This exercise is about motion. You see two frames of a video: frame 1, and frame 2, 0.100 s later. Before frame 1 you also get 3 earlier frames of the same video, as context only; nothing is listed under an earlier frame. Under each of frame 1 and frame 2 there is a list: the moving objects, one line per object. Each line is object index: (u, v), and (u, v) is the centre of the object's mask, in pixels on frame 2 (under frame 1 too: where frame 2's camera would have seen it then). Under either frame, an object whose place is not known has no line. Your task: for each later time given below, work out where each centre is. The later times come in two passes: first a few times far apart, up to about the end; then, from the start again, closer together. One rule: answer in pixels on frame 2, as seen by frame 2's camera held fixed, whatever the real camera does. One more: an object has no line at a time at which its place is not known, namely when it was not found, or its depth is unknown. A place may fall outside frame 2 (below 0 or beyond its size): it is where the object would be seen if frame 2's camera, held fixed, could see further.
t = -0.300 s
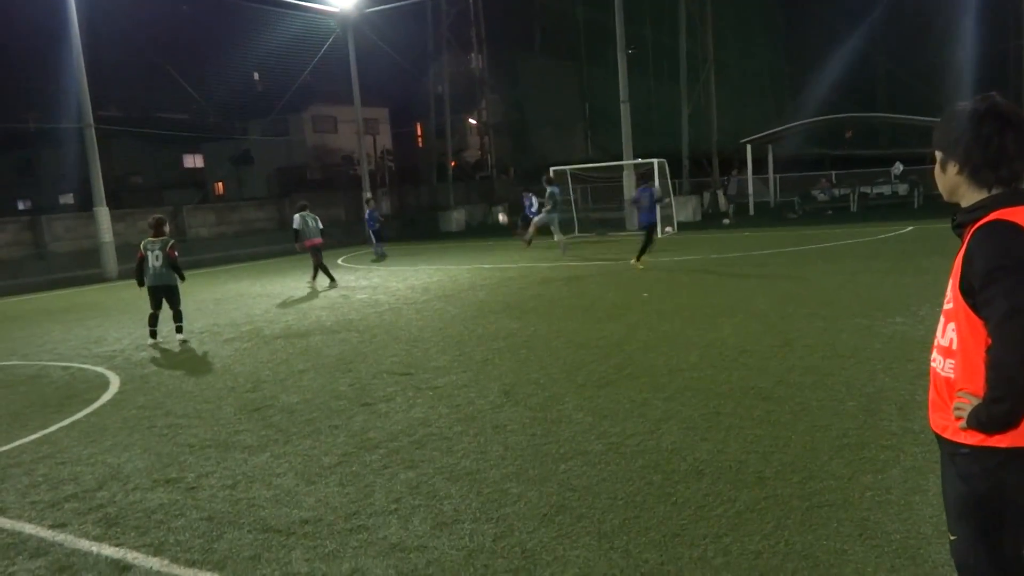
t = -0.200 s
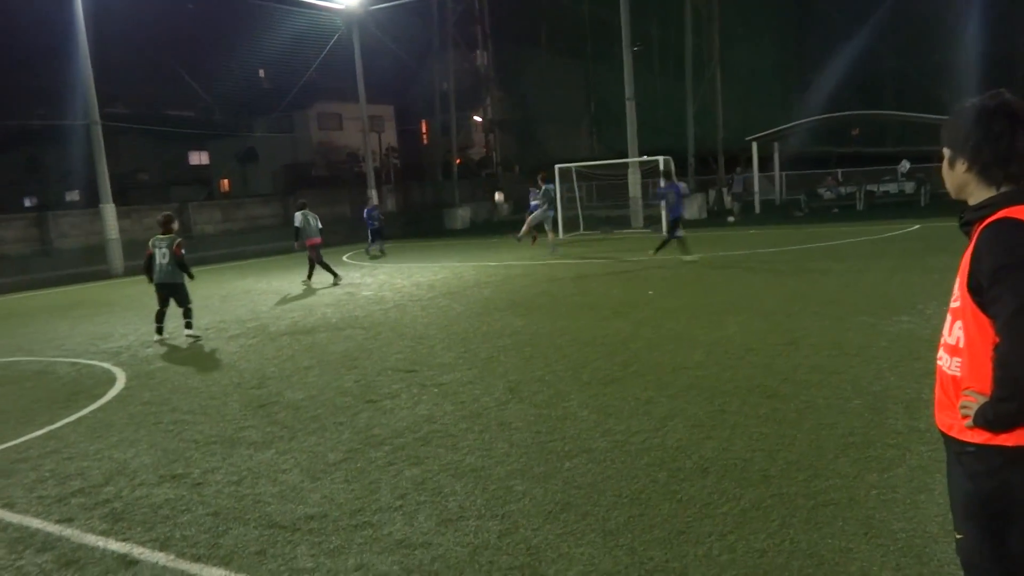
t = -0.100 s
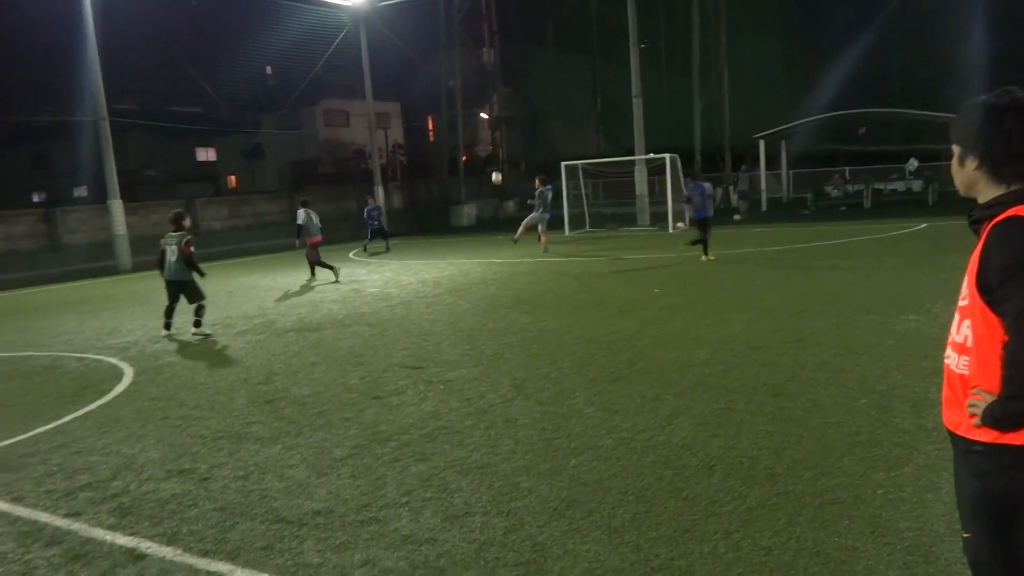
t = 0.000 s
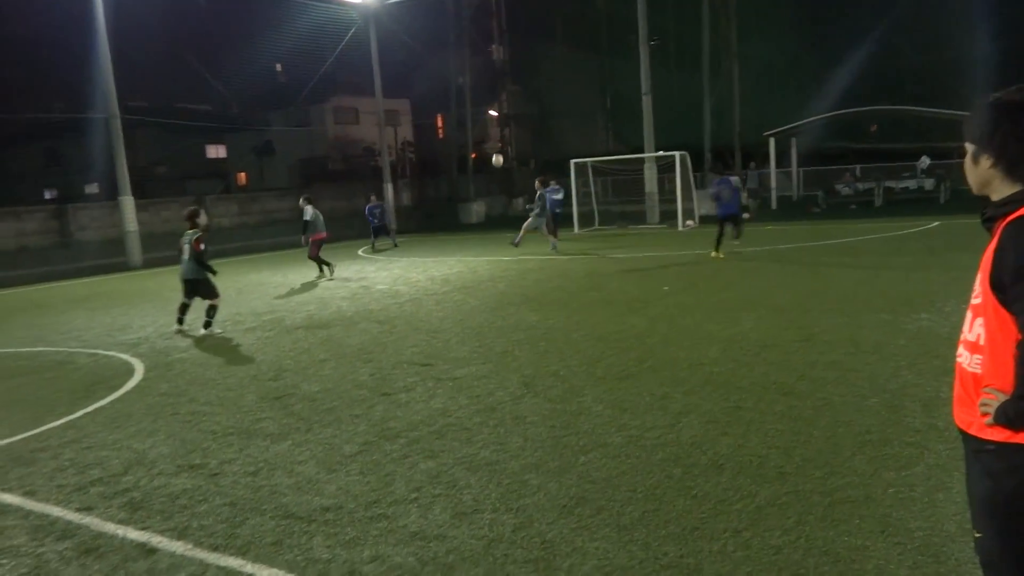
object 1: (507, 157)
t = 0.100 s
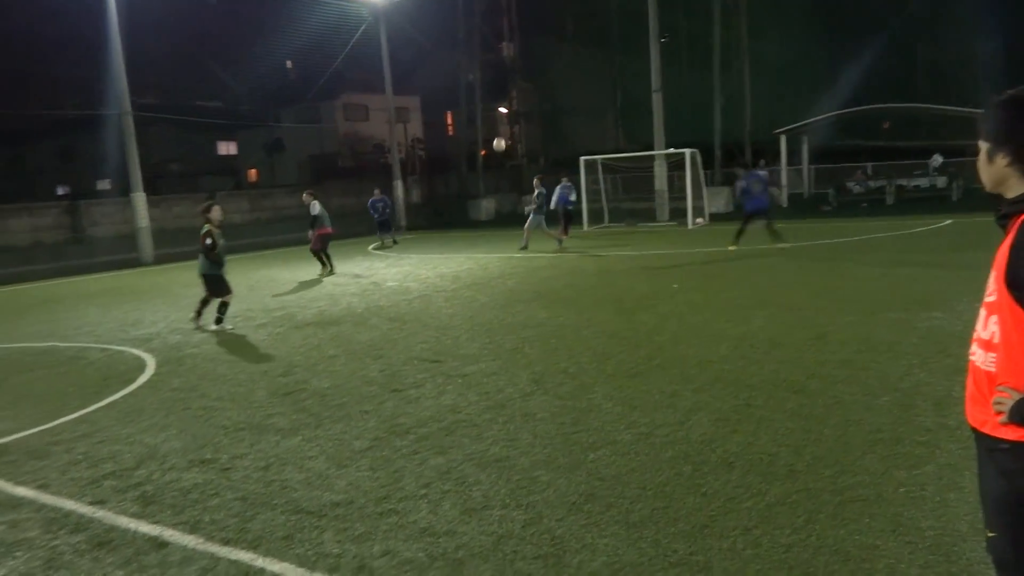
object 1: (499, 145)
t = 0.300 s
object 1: (484, 131)
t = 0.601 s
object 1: (462, 163)
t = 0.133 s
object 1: (497, 141)
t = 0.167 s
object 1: (494, 138)
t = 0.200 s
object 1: (491, 135)
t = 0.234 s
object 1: (489, 133)
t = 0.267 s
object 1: (486, 132)
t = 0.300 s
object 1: (484, 131)
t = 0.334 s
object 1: (482, 130)
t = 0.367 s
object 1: (479, 131)
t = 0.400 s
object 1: (477, 132)
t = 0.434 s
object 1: (475, 134)
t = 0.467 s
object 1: (472, 137)
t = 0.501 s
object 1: (470, 141)
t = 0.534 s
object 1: (468, 147)
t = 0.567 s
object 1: (465, 154)
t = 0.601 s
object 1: (462, 163)
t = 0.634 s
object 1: (460, 174)
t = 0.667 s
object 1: (457, 186)
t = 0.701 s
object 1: (454, 203)
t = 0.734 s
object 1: (450, 220)
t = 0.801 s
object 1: (444, 270)
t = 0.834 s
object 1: (443, 305)
